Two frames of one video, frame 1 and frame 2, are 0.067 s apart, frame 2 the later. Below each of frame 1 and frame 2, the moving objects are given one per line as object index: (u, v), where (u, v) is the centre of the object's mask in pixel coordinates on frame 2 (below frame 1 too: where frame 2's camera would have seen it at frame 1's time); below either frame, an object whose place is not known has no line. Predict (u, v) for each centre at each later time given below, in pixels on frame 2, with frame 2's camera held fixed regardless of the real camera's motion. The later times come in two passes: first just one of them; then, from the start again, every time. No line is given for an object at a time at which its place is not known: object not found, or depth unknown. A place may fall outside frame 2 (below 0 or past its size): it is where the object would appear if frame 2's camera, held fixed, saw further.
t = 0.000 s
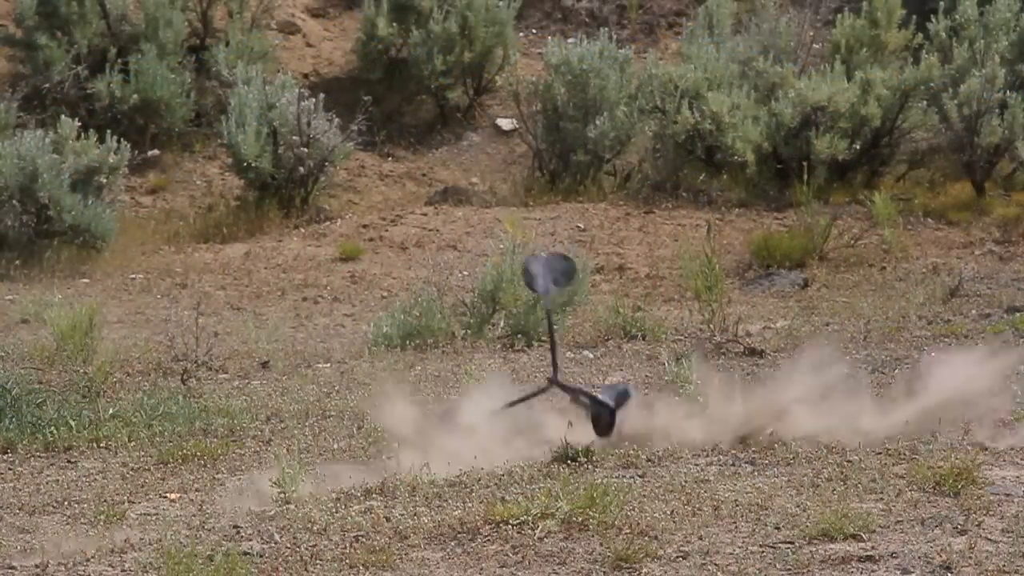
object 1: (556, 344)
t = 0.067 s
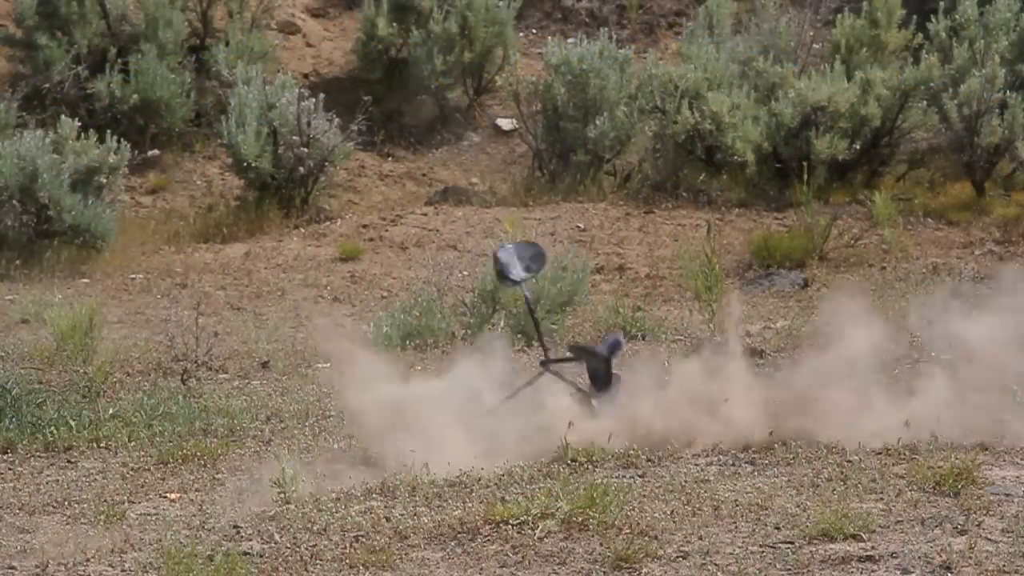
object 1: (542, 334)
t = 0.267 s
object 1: (518, 328)
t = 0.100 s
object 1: (526, 314)
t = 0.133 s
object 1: (522, 323)
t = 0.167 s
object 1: (512, 324)
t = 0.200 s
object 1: (537, 305)
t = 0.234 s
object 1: (530, 325)
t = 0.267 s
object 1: (518, 328)
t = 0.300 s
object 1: (508, 326)
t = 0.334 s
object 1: (505, 330)
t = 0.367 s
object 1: (496, 333)
